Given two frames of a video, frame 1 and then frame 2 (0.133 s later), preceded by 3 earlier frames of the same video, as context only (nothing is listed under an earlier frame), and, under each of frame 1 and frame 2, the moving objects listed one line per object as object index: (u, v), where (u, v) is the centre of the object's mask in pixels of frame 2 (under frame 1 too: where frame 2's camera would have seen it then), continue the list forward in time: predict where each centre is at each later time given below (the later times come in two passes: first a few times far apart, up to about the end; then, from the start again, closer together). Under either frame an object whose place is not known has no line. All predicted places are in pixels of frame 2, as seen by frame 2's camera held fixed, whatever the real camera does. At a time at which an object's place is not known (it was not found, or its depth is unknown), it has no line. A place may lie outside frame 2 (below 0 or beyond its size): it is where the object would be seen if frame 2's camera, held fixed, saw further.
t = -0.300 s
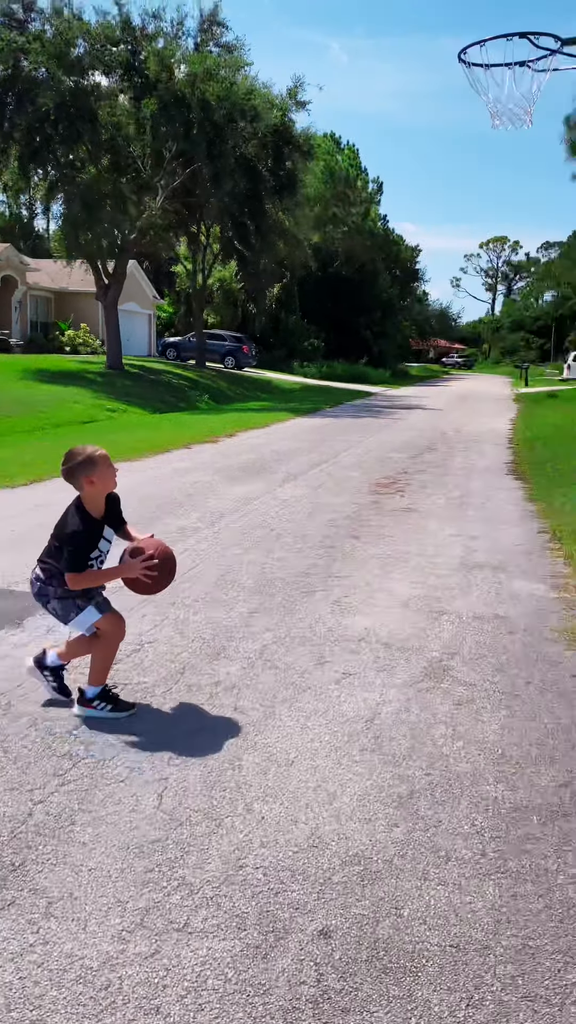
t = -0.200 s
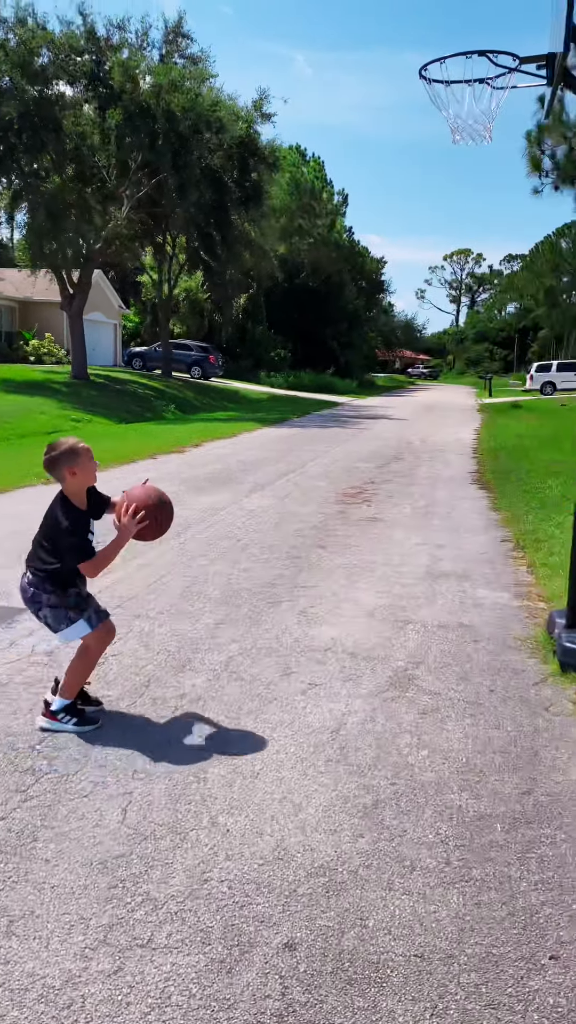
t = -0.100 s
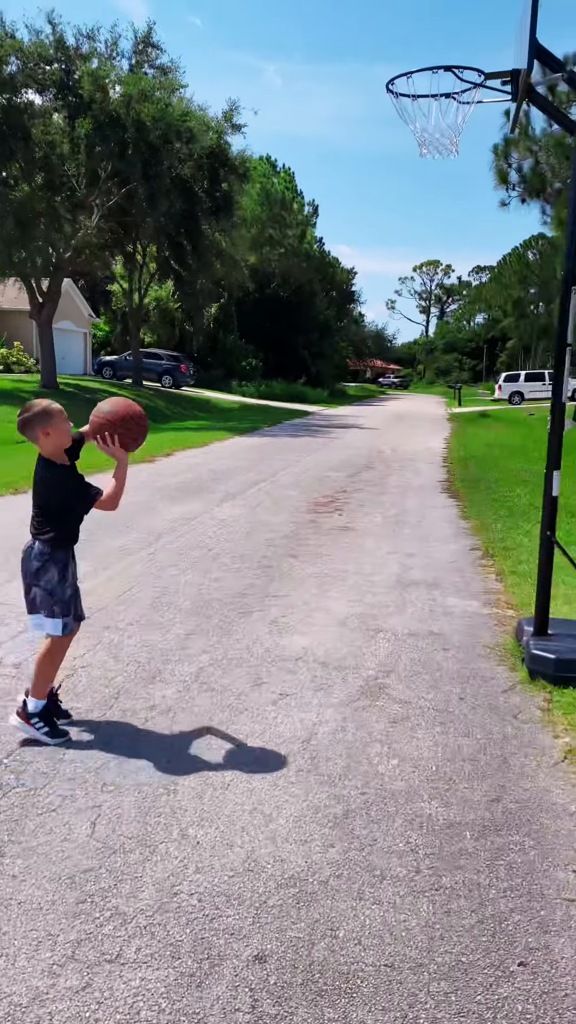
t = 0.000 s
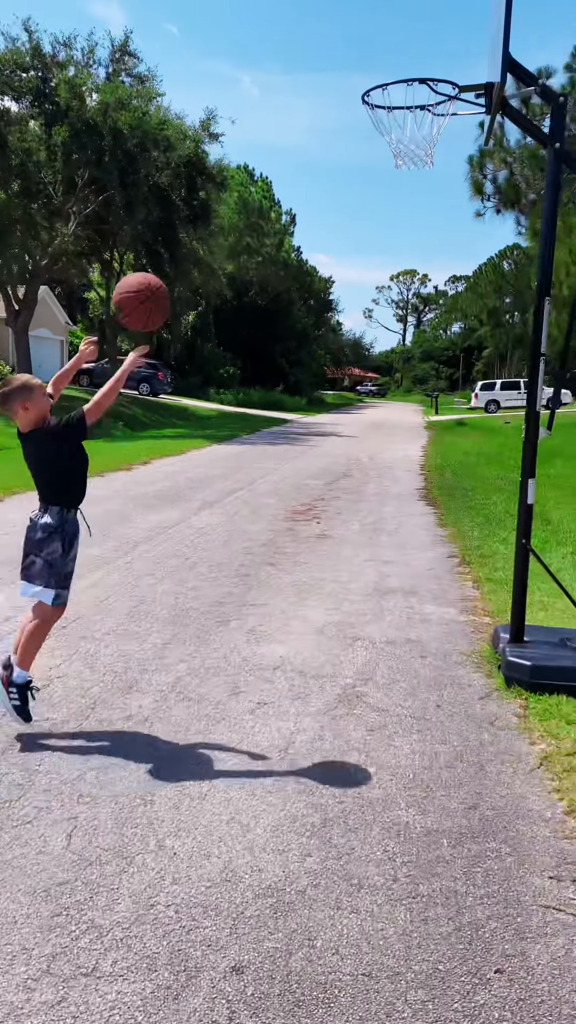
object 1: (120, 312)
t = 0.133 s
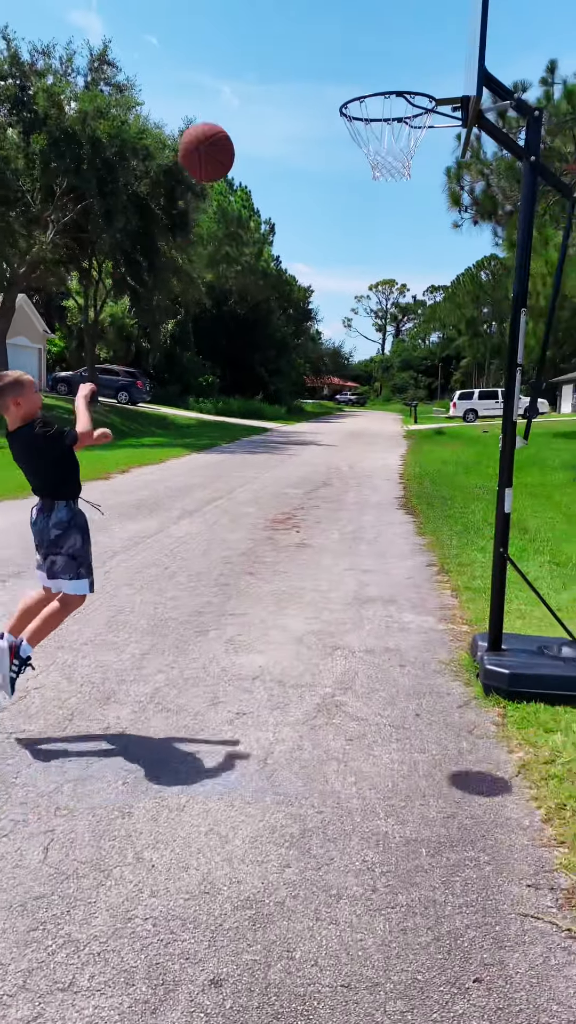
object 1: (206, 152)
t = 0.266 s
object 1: (287, 46)
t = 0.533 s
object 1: (423, -14)
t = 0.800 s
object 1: (400, 75)
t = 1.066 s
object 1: (341, 79)
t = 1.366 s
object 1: (294, 144)
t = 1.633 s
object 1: (246, 374)
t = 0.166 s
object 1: (227, 121)
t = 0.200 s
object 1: (248, 93)
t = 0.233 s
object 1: (267, 68)
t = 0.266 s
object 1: (287, 46)
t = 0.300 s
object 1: (305, 27)
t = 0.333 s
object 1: (324, 12)
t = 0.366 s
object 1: (342, 3)
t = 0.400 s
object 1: (359, -3)
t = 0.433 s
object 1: (375, -8)
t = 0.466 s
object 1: (391, -11)
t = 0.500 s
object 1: (407, -13)
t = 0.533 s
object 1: (423, -14)
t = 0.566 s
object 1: (438, -14)
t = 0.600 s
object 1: (452, -11)
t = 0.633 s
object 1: (449, -4)
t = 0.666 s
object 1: (439, 8)
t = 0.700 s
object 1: (429, 22)
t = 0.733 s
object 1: (419, 38)
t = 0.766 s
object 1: (410, 56)
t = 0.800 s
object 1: (400, 75)
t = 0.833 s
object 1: (390, 97)
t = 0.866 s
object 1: (382, 96)
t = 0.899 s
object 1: (372, 97)
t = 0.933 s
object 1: (364, 94)
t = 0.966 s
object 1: (356, 94)
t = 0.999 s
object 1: (350, 91)
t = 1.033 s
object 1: (346, 83)
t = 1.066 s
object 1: (341, 79)
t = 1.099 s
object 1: (337, 76)
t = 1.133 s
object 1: (332, 76)
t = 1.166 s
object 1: (327, 78)
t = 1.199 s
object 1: (322, 83)
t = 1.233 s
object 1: (317, 90)
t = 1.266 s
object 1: (311, 99)
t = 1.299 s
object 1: (305, 112)
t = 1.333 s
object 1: (300, 126)
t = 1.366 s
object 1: (294, 144)
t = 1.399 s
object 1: (288, 164)
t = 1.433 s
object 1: (282, 186)
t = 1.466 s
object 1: (277, 211)
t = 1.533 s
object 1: (264, 270)
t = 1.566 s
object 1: (259, 303)
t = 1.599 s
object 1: (252, 337)
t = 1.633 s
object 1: (246, 374)
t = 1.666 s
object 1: (236, 414)
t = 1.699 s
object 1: (232, 455)
